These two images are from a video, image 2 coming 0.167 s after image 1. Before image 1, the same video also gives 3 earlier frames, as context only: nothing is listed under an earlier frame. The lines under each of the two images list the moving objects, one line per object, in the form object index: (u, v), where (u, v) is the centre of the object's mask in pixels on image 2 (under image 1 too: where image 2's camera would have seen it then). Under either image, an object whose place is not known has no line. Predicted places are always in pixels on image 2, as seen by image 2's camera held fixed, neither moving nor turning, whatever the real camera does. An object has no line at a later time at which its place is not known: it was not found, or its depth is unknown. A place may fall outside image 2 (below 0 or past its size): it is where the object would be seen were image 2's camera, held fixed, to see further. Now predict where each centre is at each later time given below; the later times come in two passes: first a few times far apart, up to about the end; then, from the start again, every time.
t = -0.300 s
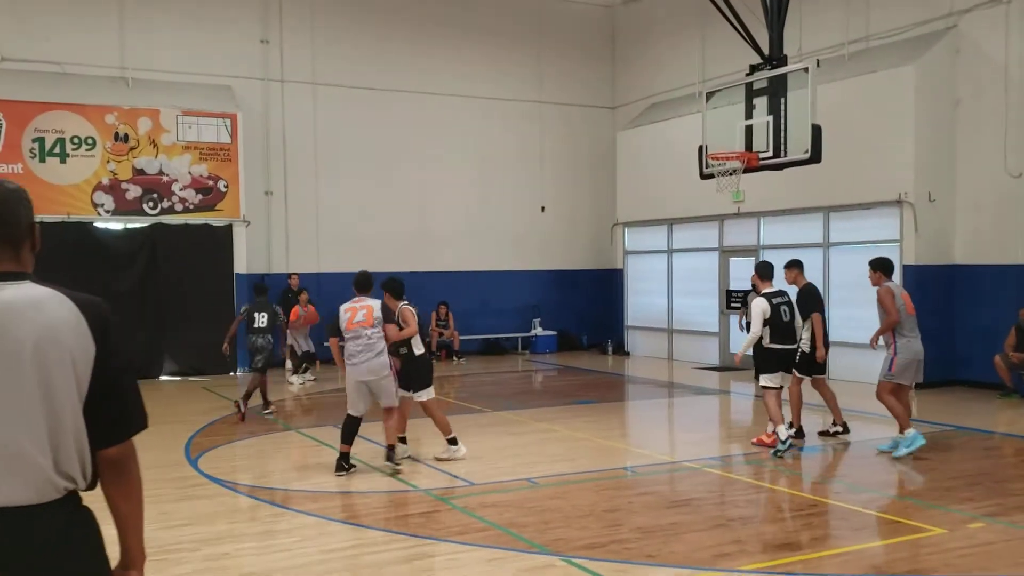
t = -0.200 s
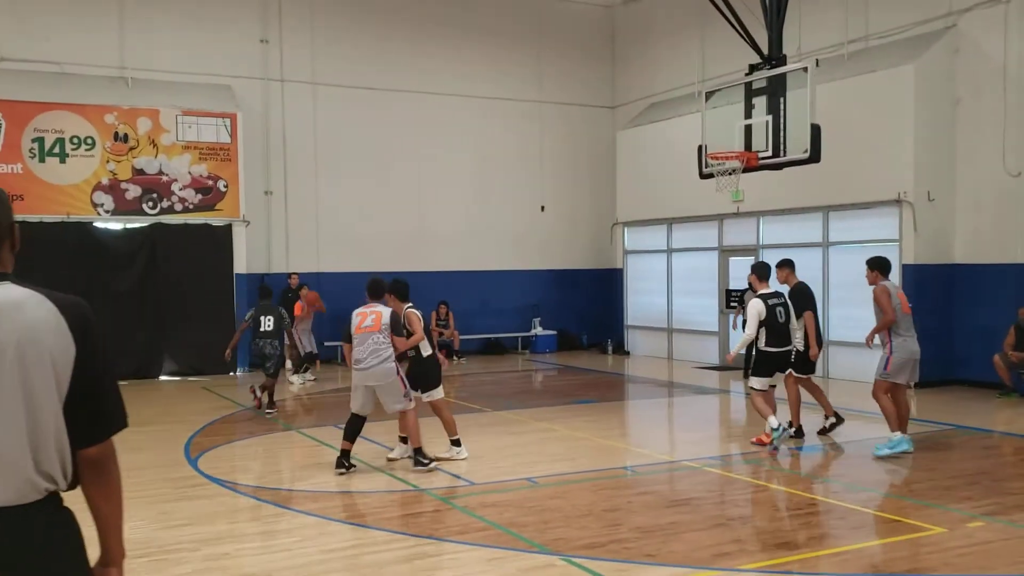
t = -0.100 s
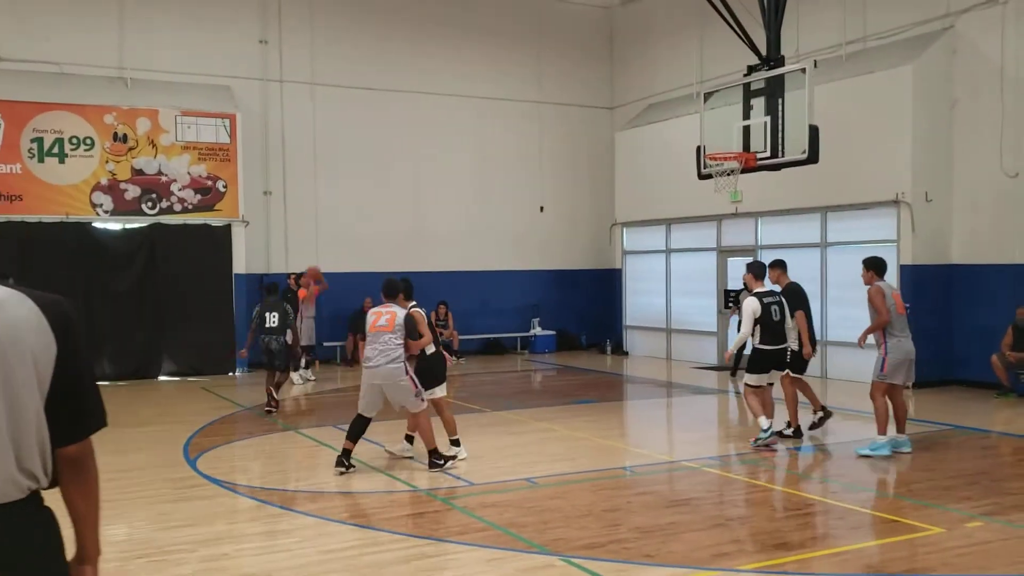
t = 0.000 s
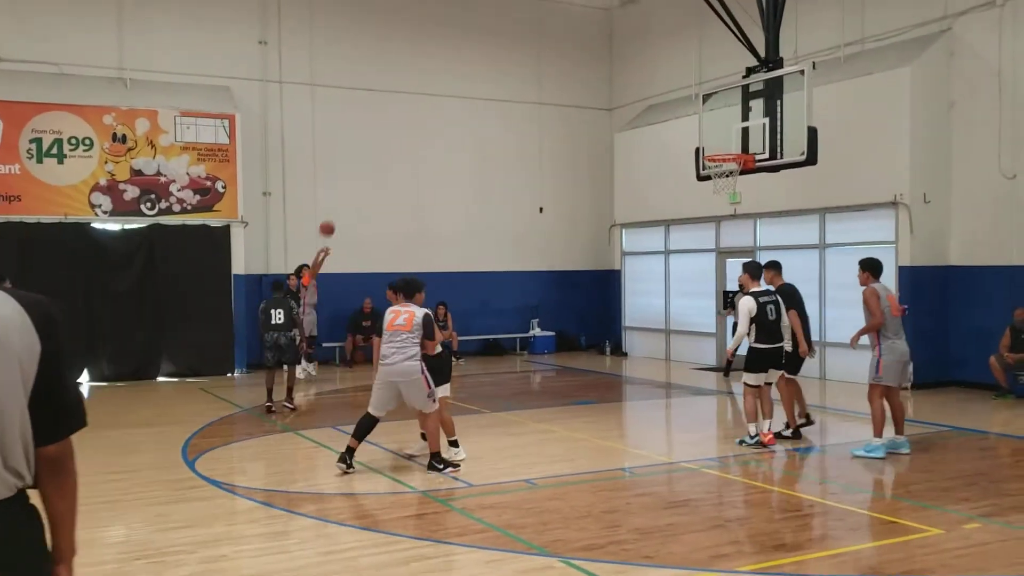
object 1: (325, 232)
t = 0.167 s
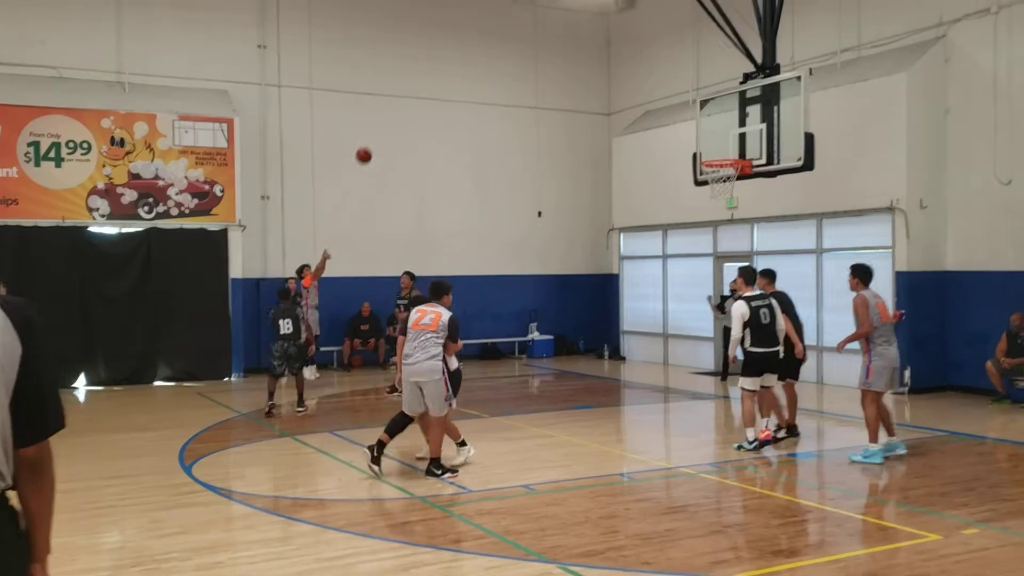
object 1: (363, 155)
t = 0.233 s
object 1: (380, 129)
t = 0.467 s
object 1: (437, 55)
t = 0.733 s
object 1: (509, 10)
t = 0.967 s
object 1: (579, 12)
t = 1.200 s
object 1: (653, 57)
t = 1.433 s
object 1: (731, 148)
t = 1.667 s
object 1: (657, 90)
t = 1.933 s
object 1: (561, 62)
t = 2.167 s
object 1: (482, 89)
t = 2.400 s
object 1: (402, 164)
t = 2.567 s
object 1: (346, 246)
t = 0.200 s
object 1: (372, 142)
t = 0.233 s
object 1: (380, 129)
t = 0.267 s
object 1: (388, 116)
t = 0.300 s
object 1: (396, 104)
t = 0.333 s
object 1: (404, 93)
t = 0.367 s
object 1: (412, 82)
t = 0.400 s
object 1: (421, 72)
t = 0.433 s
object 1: (429, 63)
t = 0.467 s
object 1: (437, 55)
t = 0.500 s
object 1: (446, 47)
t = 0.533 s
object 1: (455, 39)
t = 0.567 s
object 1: (464, 32)
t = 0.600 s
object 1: (473, 27)
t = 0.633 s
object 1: (482, 21)
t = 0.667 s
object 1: (491, 17)
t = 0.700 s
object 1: (500, 13)
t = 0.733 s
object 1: (509, 10)
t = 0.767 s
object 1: (519, 8)
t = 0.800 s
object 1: (528, 6)
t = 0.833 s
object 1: (539, 6)
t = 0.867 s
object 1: (548, 6)
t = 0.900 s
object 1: (558, 7)
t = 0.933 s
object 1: (569, 9)
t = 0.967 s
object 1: (579, 12)
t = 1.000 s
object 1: (590, 16)
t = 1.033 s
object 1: (600, 21)
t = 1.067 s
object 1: (610, 25)
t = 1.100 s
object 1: (621, 32)
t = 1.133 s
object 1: (631, 39)
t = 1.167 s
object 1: (642, 48)
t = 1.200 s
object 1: (653, 57)
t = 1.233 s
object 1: (664, 67)
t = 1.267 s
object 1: (675, 77)
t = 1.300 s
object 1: (686, 90)
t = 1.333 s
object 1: (697, 103)
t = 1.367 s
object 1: (709, 117)
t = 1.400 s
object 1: (720, 132)
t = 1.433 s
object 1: (731, 148)
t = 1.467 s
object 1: (729, 148)
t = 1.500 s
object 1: (718, 136)
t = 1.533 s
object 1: (706, 125)
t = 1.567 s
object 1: (694, 115)
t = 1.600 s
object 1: (683, 105)
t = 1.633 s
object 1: (670, 97)
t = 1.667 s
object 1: (657, 90)
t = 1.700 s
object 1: (646, 83)
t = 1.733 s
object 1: (634, 77)
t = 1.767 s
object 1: (622, 72)
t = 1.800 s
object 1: (609, 68)
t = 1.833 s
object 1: (597, 65)
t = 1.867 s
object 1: (585, 63)
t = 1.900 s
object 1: (573, 62)
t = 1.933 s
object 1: (561, 62)
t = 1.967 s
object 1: (549, 63)
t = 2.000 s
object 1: (538, 64)
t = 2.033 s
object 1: (527, 67)
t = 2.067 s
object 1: (516, 72)
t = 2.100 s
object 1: (505, 77)
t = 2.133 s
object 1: (493, 82)
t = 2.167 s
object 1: (482, 89)
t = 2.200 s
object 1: (470, 96)
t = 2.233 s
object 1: (458, 106)
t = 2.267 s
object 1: (447, 115)
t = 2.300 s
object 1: (436, 126)
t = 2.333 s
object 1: (424, 137)
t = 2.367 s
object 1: (413, 150)
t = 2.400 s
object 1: (402, 164)
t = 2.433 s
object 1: (391, 179)
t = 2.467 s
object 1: (380, 194)
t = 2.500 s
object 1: (368, 210)
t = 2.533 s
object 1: (357, 228)
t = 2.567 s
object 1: (346, 246)
